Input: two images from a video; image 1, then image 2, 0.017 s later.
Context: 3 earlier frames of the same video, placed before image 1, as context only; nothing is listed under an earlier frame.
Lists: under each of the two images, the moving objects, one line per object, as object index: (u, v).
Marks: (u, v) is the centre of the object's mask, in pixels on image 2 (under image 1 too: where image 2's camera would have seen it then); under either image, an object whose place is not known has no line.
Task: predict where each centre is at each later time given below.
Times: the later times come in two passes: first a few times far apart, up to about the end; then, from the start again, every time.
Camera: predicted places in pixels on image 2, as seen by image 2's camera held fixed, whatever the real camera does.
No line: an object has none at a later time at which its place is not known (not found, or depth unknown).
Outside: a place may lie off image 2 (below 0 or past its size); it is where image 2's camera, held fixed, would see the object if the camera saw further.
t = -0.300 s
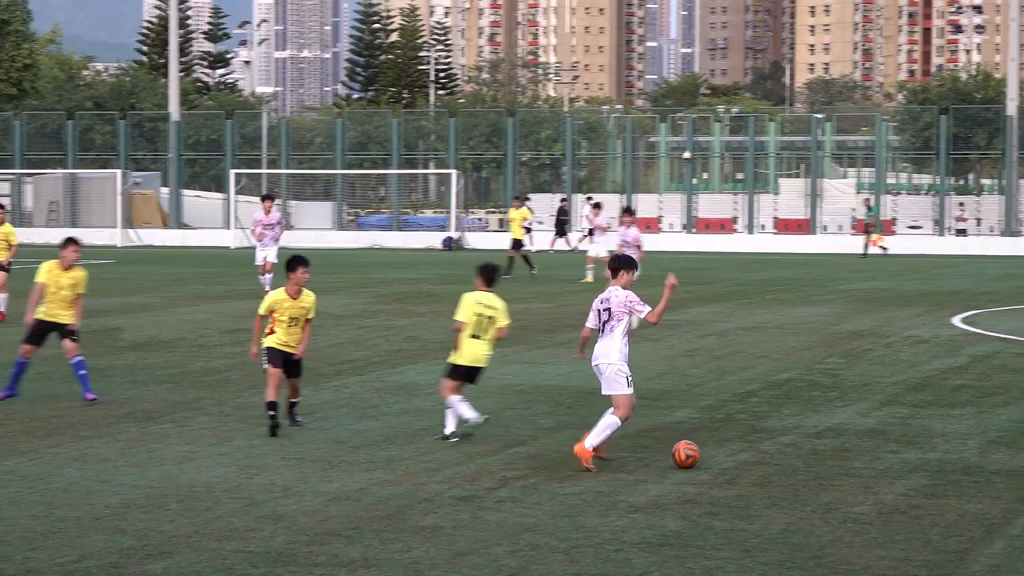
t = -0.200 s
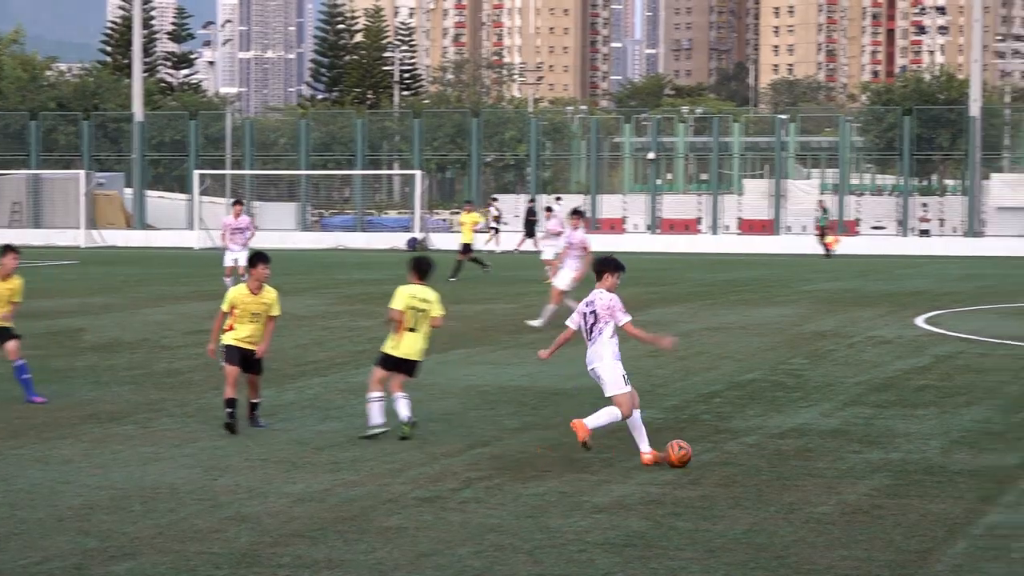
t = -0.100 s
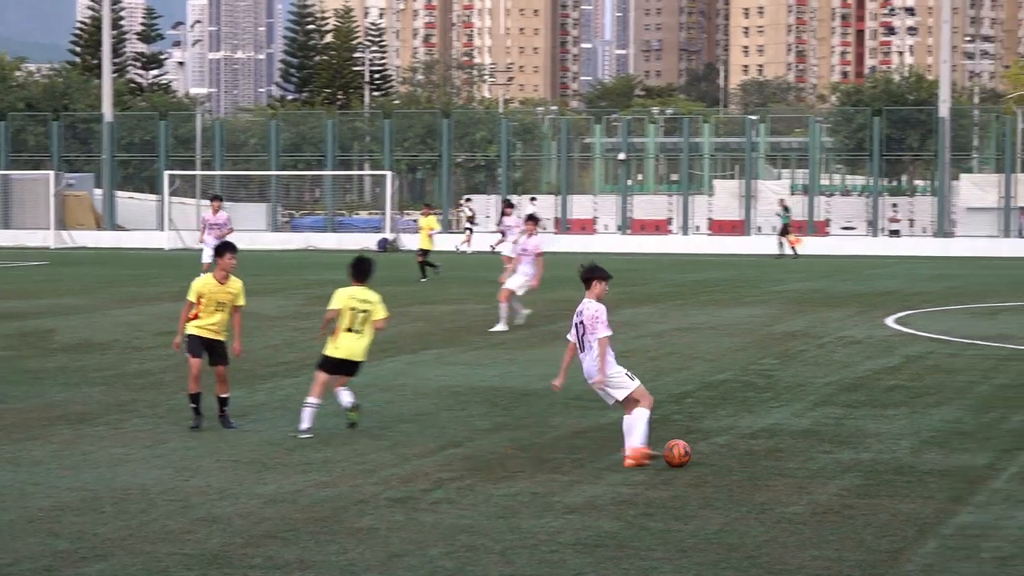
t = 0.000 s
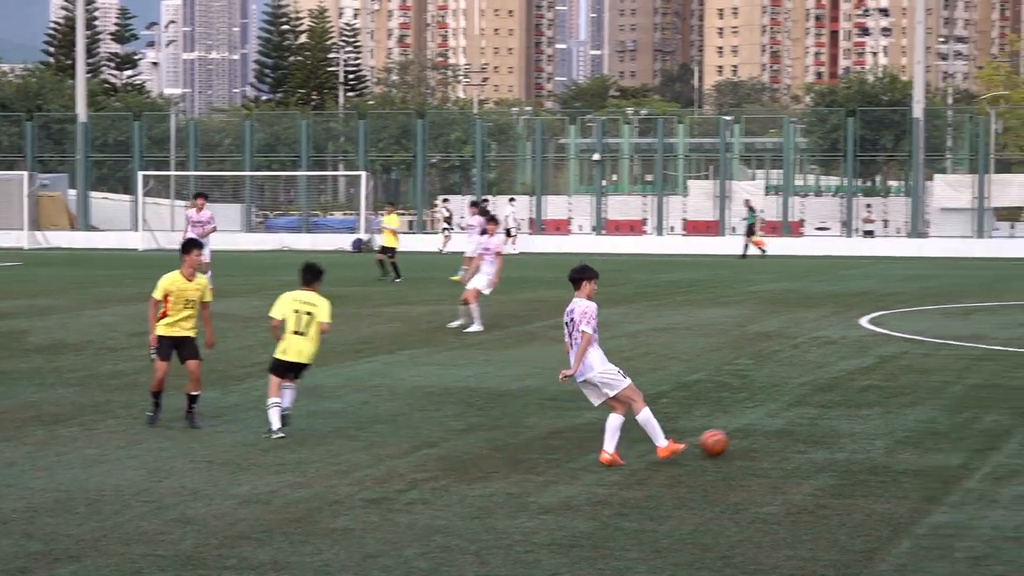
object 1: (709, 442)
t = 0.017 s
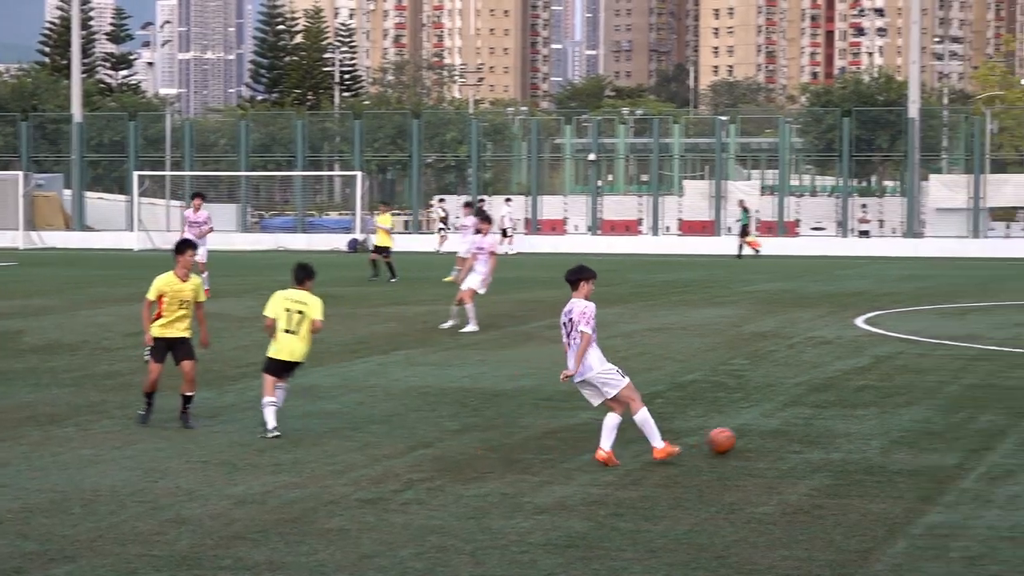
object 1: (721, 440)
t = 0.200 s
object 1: (841, 421)
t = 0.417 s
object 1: (949, 407)
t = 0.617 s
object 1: (1028, 396)
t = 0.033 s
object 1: (733, 438)
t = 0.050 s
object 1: (745, 436)
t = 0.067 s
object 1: (756, 435)
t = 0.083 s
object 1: (768, 434)
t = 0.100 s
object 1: (779, 433)
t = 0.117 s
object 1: (790, 431)
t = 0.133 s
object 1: (801, 429)
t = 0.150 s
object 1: (811, 426)
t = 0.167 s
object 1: (821, 424)
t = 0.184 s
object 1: (831, 422)
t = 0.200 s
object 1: (841, 421)
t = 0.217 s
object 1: (851, 420)
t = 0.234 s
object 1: (860, 420)
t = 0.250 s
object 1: (869, 419)
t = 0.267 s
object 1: (878, 418)
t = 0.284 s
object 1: (886, 416)
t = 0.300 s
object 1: (894, 414)
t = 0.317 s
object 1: (903, 411)
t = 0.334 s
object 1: (911, 410)
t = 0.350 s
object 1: (919, 409)
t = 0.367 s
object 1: (926, 408)
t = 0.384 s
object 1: (934, 407)
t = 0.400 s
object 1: (942, 407)
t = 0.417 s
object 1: (949, 407)
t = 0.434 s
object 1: (957, 406)
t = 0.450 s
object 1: (964, 404)
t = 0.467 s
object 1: (970, 402)
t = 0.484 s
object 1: (977, 400)
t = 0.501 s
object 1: (984, 399)
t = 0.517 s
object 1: (991, 398)
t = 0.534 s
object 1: (997, 397)
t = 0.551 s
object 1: (1004, 397)
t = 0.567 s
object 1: (1010, 397)
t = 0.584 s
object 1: (1016, 397)
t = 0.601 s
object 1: (1022, 397)
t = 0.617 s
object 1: (1028, 396)
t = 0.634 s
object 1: (1034, 394)
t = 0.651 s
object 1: (1039, 393)
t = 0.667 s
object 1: (1044, 391)
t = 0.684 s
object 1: (1050, 390)
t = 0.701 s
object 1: (1055, 390)
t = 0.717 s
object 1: (1061, 390)
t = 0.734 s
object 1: (1066, 390)
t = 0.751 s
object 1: (1071, 390)
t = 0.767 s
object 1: (1076, 389)
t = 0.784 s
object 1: (1081, 388)
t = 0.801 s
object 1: (1086, 387)
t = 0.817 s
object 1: (1091, 386)
